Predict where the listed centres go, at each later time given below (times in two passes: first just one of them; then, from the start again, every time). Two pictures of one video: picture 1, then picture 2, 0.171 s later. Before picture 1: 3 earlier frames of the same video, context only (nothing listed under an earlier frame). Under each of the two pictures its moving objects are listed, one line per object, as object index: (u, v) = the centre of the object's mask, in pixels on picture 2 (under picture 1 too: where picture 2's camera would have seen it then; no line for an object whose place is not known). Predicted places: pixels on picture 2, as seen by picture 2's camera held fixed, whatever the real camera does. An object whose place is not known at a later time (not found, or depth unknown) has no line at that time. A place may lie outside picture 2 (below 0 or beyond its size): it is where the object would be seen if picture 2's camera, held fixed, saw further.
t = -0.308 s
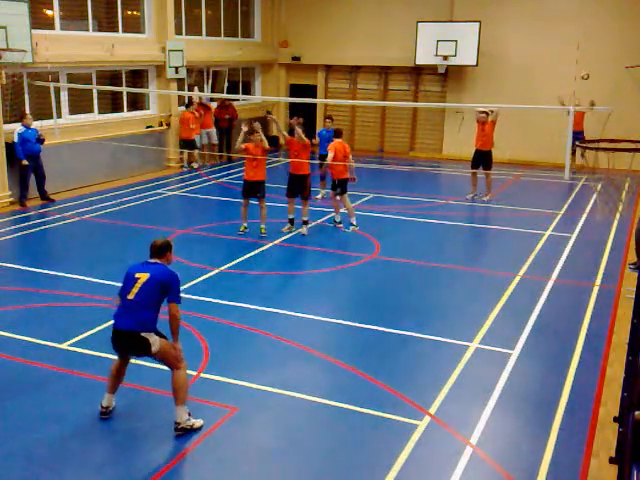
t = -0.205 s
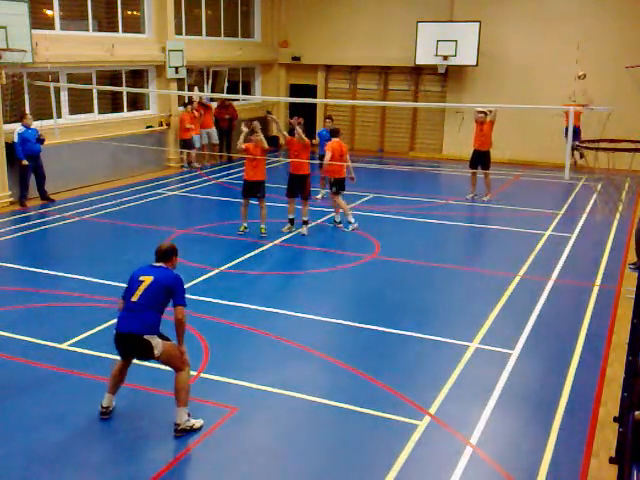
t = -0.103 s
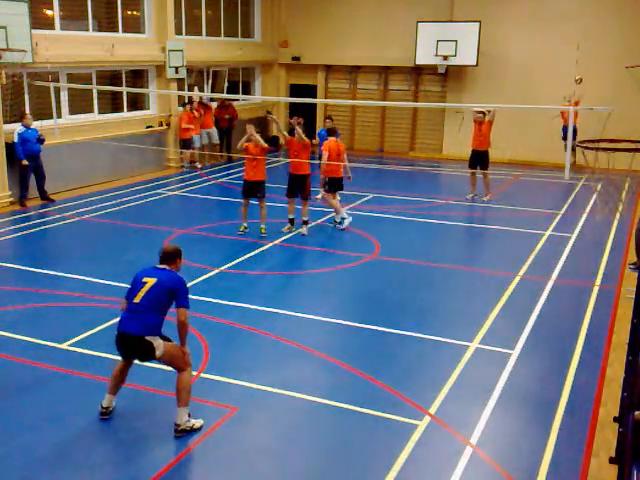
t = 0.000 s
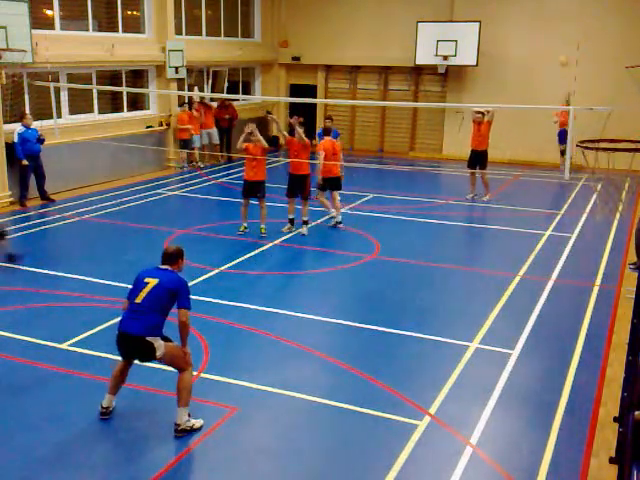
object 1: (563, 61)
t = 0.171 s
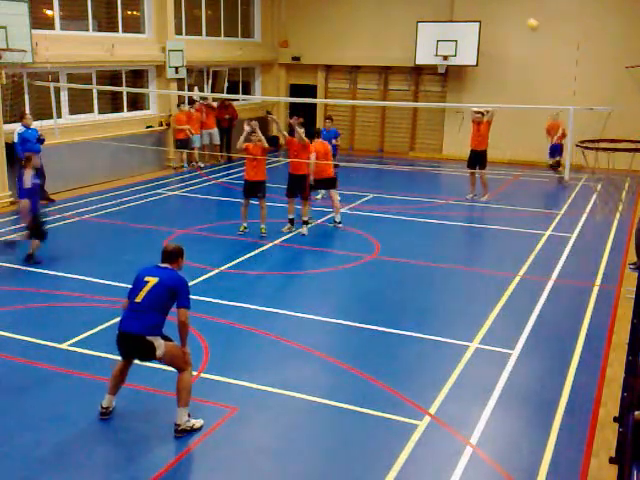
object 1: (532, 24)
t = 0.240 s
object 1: (517, 11)
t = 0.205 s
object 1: (524, 17)
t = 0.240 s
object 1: (517, 11)
